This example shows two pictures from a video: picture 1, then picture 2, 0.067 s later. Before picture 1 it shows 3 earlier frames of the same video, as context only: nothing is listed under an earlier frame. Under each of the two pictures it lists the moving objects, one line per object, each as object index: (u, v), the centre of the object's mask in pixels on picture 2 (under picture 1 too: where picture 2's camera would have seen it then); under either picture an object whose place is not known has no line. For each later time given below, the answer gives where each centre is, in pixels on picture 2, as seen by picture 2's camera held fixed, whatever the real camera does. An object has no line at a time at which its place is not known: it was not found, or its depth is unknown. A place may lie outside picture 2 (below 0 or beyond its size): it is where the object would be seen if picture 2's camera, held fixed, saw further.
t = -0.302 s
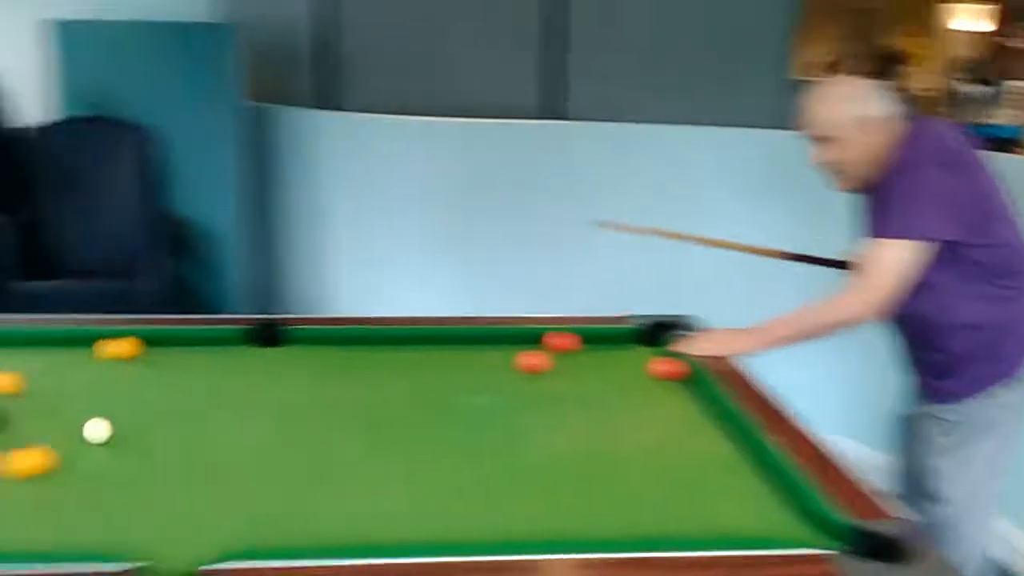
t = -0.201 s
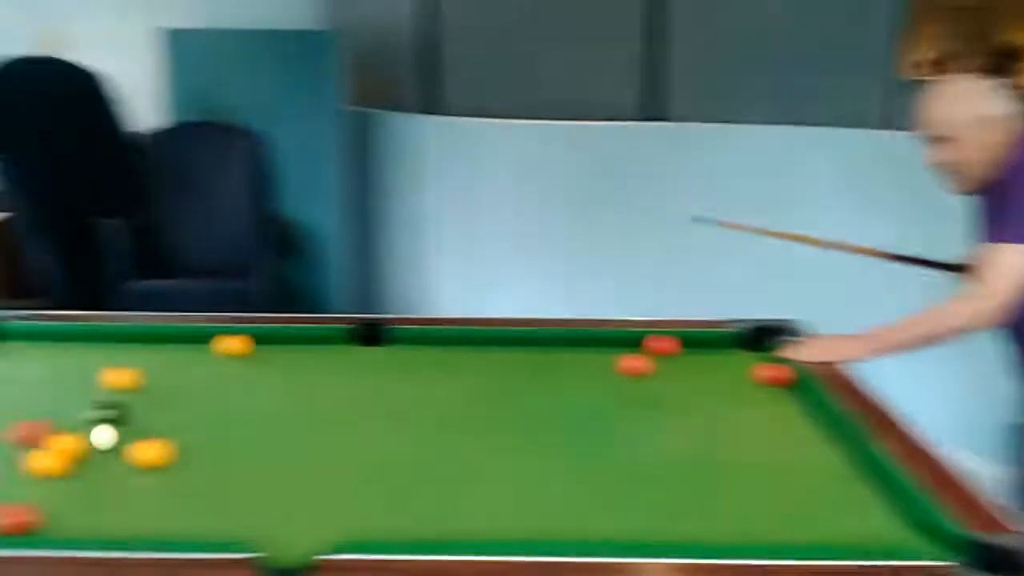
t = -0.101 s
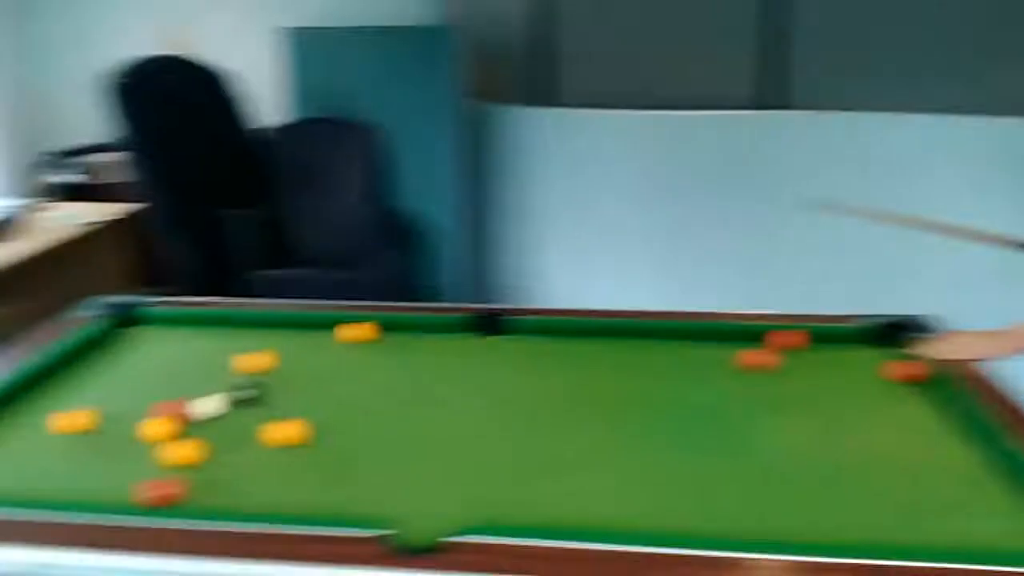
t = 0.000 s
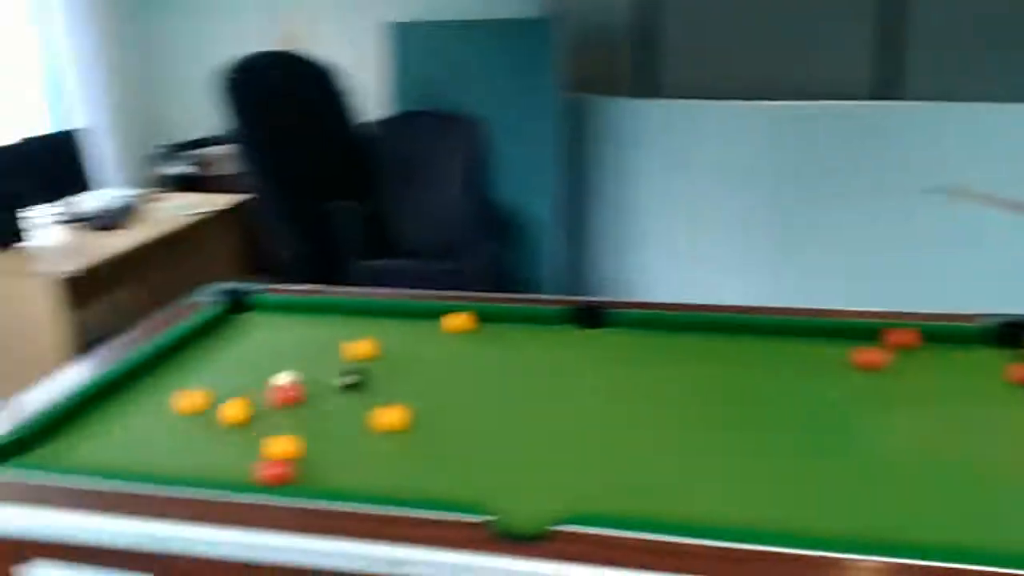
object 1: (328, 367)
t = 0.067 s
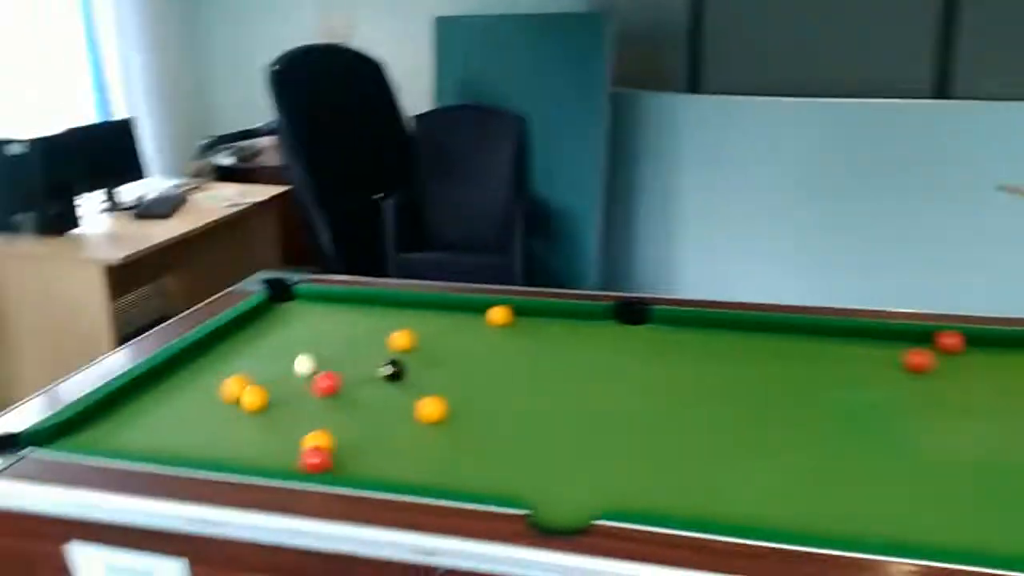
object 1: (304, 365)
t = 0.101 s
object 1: (294, 363)
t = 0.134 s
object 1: (284, 360)
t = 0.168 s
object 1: (274, 357)
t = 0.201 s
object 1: (265, 355)
